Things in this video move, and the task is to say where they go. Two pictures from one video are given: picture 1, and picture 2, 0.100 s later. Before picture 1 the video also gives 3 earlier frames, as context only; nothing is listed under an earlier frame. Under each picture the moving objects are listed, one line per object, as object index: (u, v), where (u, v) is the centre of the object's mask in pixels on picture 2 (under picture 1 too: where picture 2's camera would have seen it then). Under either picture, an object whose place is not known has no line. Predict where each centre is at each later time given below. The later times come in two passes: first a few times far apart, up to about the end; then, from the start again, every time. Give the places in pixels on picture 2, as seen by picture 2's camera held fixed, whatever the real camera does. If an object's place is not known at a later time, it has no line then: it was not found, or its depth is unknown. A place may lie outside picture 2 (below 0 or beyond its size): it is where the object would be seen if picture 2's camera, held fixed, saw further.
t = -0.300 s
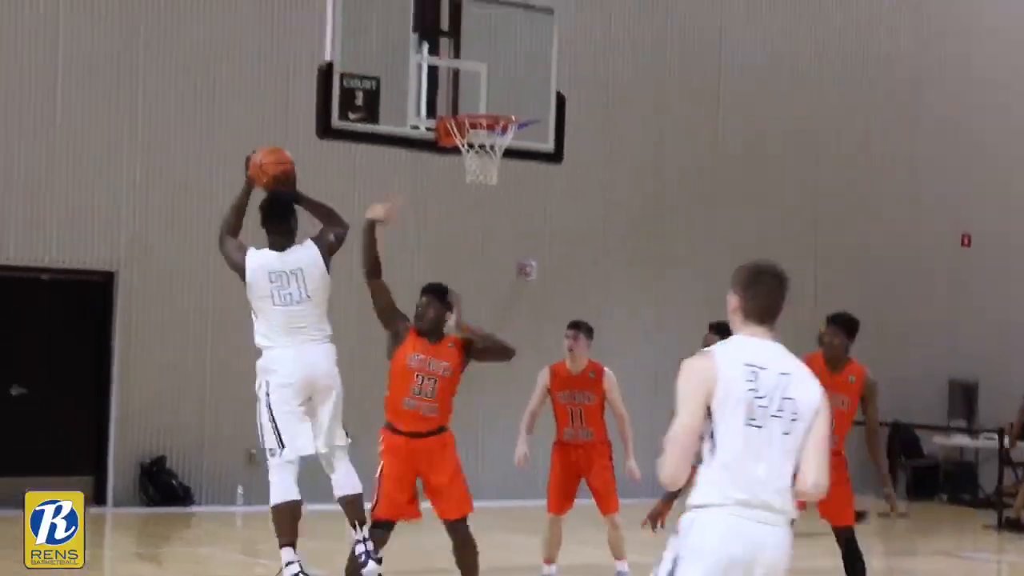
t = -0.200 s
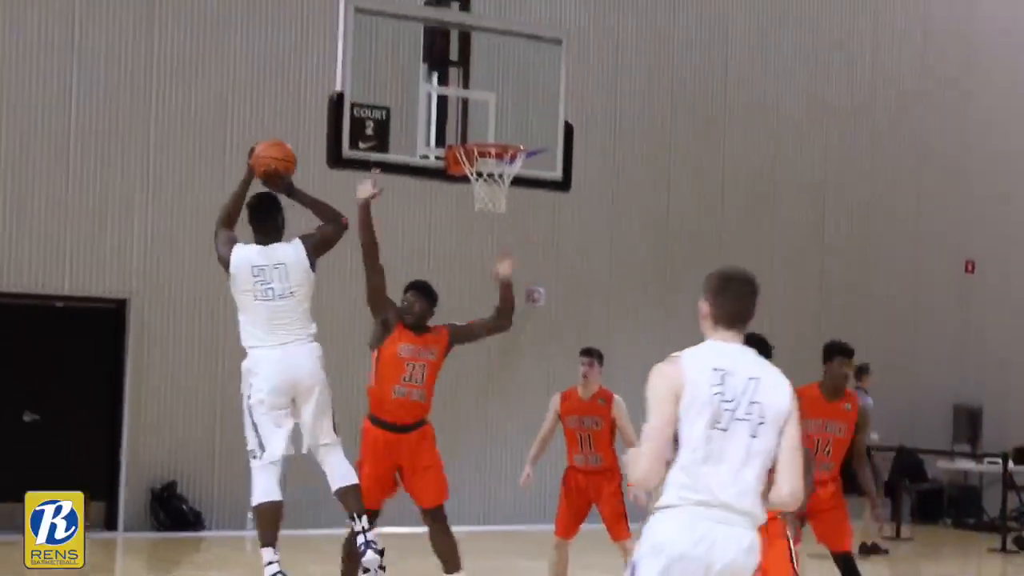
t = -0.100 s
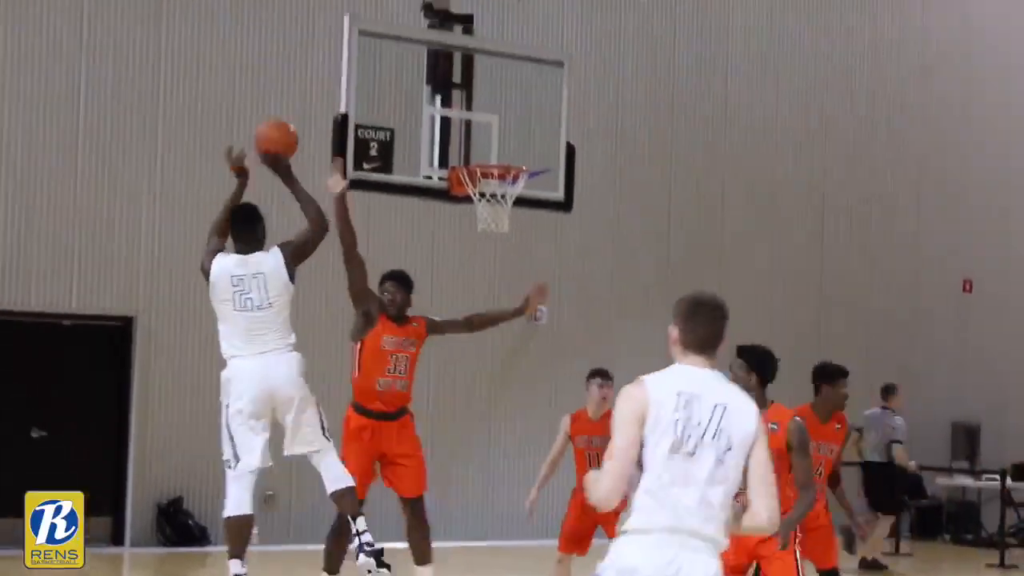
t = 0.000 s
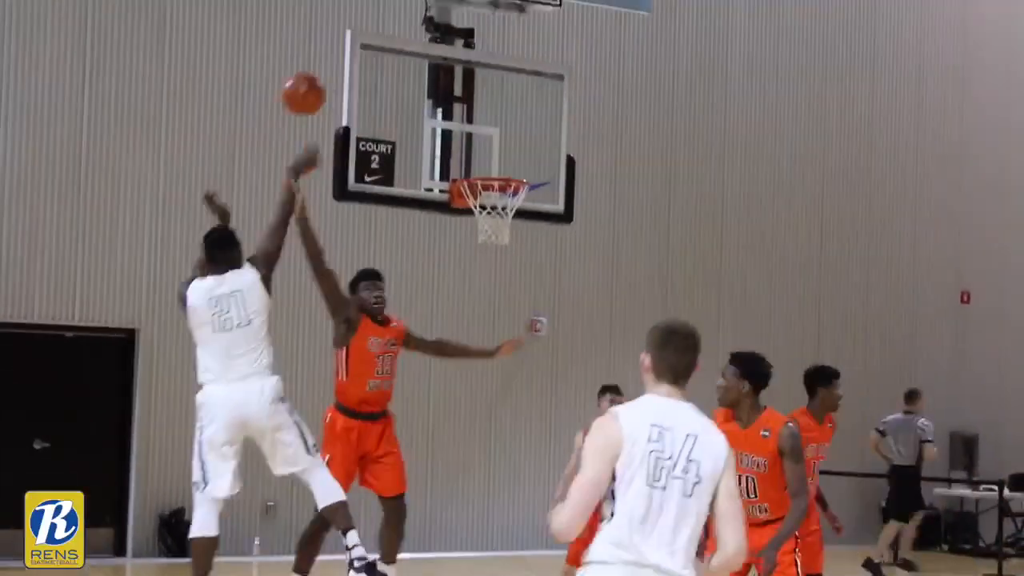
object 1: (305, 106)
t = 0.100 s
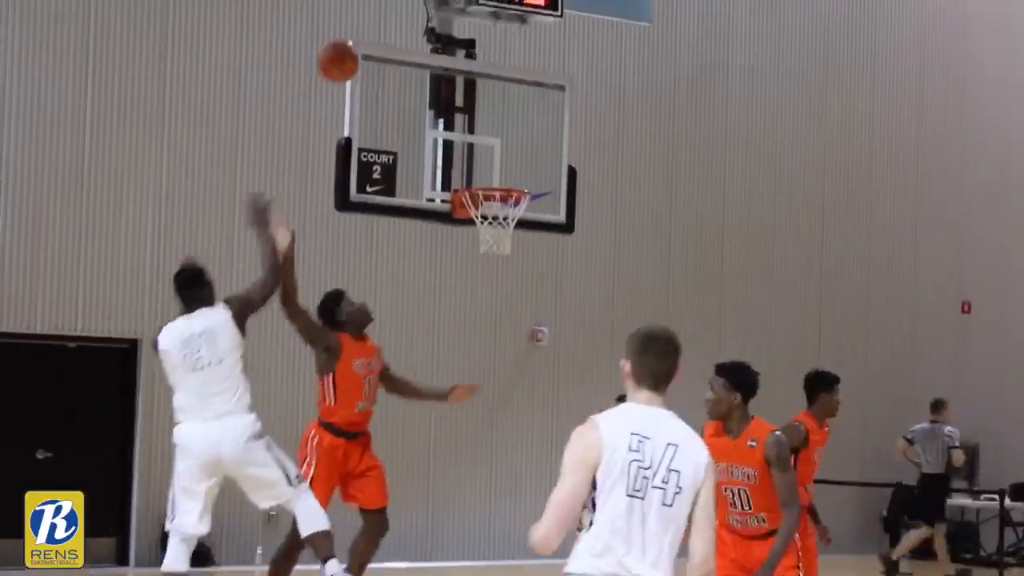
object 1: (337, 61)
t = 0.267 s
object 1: (388, 31)
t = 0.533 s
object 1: (457, 75)
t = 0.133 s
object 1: (348, 52)
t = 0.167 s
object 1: (359, 44)
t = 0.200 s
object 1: (369, 37)
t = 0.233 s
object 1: (378, 33)
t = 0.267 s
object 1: (388, 31)
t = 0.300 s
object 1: (398, 31)
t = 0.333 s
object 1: (407, 32)
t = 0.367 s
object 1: (415, 35)
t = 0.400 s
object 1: (424, 40)
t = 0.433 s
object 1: (433, 45)
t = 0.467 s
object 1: (441, 54)
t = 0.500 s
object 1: (448, 64)
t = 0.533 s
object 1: (457, 75)
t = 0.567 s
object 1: (465, 89)
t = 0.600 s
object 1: (474, 103)
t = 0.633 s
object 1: (481, 118)
